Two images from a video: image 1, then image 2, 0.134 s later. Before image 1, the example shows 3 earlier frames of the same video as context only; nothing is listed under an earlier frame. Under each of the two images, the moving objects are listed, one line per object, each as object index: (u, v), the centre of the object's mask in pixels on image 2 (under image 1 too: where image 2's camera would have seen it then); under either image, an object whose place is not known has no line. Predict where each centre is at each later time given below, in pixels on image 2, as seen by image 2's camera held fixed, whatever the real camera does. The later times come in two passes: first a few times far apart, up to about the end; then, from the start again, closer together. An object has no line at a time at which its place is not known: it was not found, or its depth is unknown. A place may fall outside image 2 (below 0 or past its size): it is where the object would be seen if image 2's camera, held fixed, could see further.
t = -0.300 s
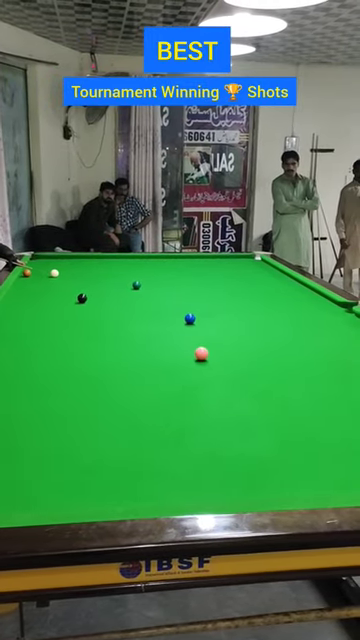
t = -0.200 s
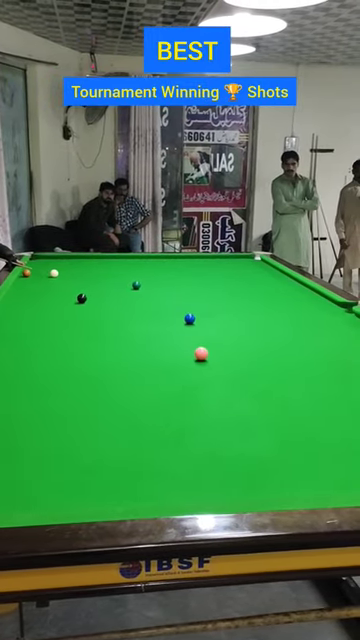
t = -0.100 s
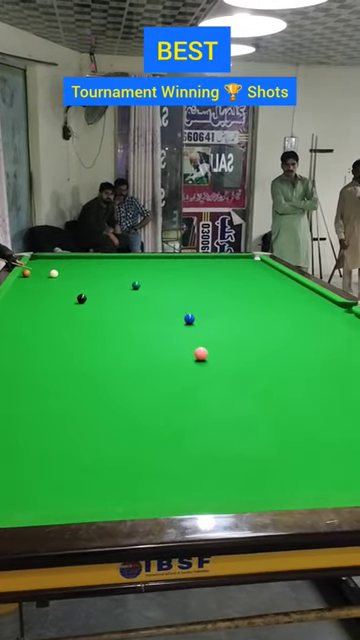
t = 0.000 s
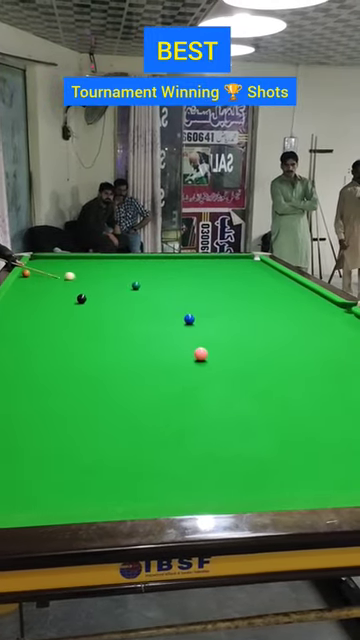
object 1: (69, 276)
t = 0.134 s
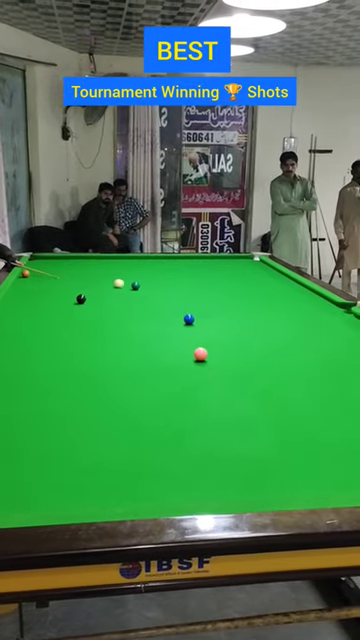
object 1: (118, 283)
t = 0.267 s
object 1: (123, 285)
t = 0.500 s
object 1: (107, 285)
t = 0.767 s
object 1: (89, 285)
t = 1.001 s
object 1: (74, 286)
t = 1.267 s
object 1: (59, 286)
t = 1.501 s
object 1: (47, 286)
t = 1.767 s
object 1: (33, 286)
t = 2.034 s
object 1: (21, 286)
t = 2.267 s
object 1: (16, 286)
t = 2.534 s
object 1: (22, 286)
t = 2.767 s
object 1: (26, 286)
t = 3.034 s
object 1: (29, 286)
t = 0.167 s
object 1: (127, 284)
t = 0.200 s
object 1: (126, 285)
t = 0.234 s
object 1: (124, 285)
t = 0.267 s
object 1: (123, 285)
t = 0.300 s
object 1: (121, 285)
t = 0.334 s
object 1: (119, 285)
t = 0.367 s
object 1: (116, 285)
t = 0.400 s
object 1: (114, 285)
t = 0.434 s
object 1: (112, 285)
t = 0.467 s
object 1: (109, 285)
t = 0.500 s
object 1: (107, 285)
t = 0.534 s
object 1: (105, 285)
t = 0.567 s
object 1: (103, 285)
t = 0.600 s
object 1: (100, 285)
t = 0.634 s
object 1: (98, 285)
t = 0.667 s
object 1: (96, 285)
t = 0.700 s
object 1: (93, 285)
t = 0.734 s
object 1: (91, 285)
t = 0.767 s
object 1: (89, 285)
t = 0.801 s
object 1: (87, 285)
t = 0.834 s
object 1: (85, 285)
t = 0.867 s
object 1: (83, 285)
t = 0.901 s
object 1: (81, 285)
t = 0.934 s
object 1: (78, 286)
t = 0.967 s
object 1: (76, 285)
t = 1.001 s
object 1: (74, 286)
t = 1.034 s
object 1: (72, 286)
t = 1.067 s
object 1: (71, 286)
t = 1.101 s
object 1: (69, 285)
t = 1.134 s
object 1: (67, 286)
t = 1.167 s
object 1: (65, 286)
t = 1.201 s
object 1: (63, 285)
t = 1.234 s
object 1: (61, 285)
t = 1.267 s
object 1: (59, 286)
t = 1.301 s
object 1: (57, 286)
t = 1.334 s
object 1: (55, 286)
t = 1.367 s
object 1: (53, 286)
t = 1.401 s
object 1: (52, 286)
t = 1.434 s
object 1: (50, 286)
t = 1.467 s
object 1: (48, 285)
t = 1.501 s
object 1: (47, 286)
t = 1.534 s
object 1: (45, 286)
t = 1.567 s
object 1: (43, 286)
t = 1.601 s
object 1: (42, 286)
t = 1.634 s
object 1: (40, 286)
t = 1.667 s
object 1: (38, 286)
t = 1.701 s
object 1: (36, 286)
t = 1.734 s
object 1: (35, 286)
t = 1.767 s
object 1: (33, 286)
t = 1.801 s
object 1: (32, 286)
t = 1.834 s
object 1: (30, 286)
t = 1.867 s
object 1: (29, 286)
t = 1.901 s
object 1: (27, 286)
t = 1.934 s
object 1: (26, 286)
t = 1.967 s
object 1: (24, 286)
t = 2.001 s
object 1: (23, 286)
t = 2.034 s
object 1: (21, 286)
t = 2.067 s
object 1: (20, 286)
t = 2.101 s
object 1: (18, 286)
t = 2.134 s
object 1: (17, 286)
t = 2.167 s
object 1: (16, 286)
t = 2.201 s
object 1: (15, 286)
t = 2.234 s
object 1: (15, 286)
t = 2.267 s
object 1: (16, 286)
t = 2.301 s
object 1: (17, 286)
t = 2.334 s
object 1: (17, 286)
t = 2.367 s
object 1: (18, 286)
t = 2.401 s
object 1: (18, 286)
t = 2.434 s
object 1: (20, 286)
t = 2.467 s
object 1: (21, 286)
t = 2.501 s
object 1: (22, 286)
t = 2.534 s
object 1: (22, 286)
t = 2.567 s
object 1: (23, 286)
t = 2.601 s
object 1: (23, 286)
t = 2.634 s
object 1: (23, 286)
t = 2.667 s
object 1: (24, 286)
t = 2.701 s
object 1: (25, 286)
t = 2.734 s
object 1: (25, 286)
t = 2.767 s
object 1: (26, 286)
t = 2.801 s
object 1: (26, 286)
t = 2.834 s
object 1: (27, 286)
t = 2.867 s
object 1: (28, 286)
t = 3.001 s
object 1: (29, 286)
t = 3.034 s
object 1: (29, 286)
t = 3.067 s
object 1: (29, 286)
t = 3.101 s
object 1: (30, 286)
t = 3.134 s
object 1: (30, 286)
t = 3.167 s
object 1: (30, 286)
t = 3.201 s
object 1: (30, 286)
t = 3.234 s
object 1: (30, 286)
